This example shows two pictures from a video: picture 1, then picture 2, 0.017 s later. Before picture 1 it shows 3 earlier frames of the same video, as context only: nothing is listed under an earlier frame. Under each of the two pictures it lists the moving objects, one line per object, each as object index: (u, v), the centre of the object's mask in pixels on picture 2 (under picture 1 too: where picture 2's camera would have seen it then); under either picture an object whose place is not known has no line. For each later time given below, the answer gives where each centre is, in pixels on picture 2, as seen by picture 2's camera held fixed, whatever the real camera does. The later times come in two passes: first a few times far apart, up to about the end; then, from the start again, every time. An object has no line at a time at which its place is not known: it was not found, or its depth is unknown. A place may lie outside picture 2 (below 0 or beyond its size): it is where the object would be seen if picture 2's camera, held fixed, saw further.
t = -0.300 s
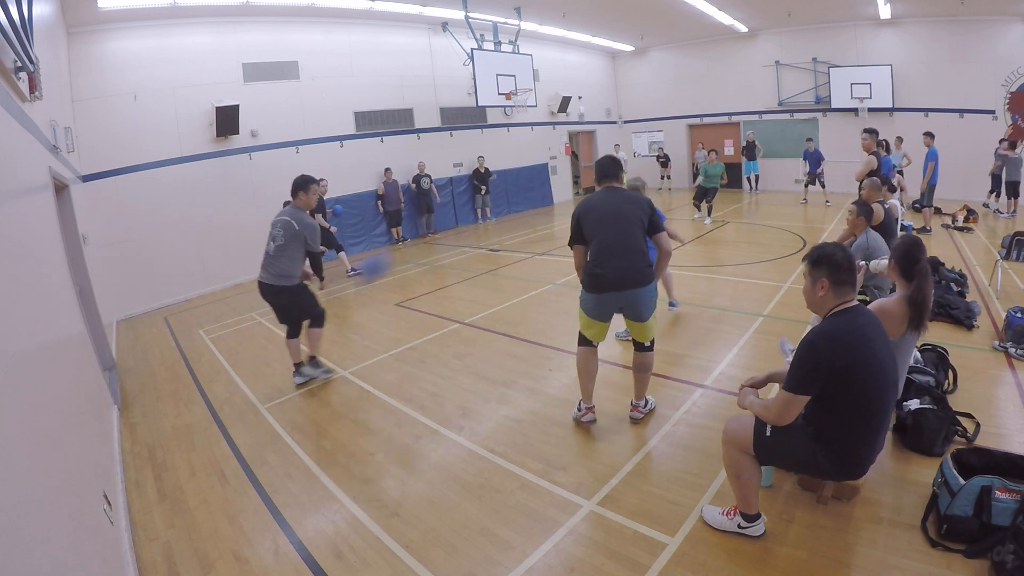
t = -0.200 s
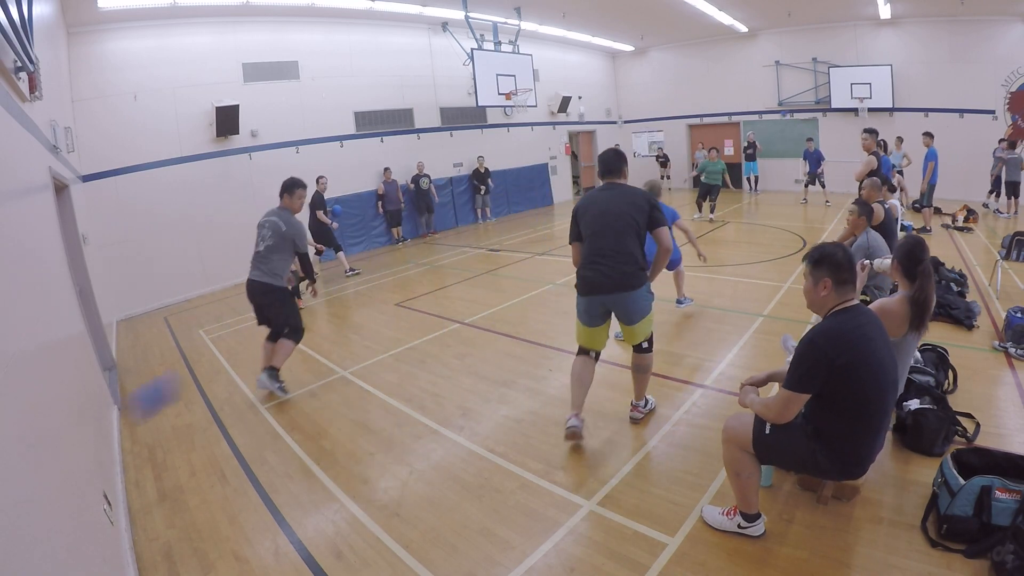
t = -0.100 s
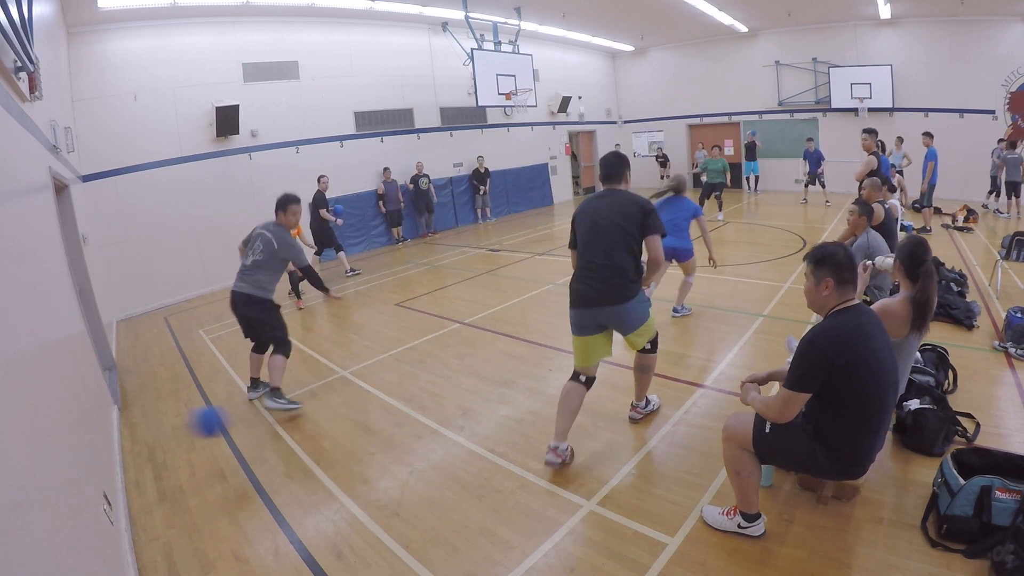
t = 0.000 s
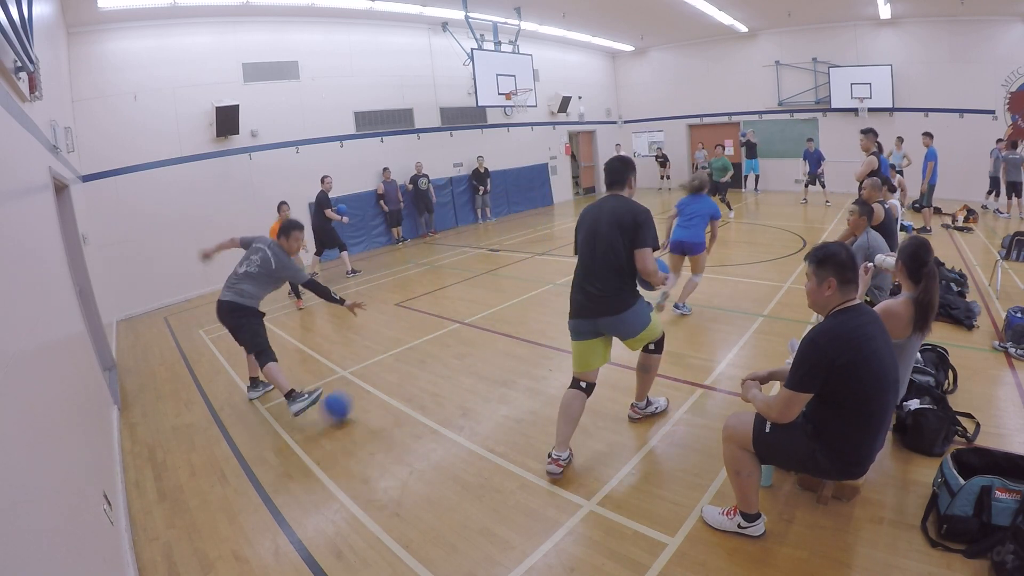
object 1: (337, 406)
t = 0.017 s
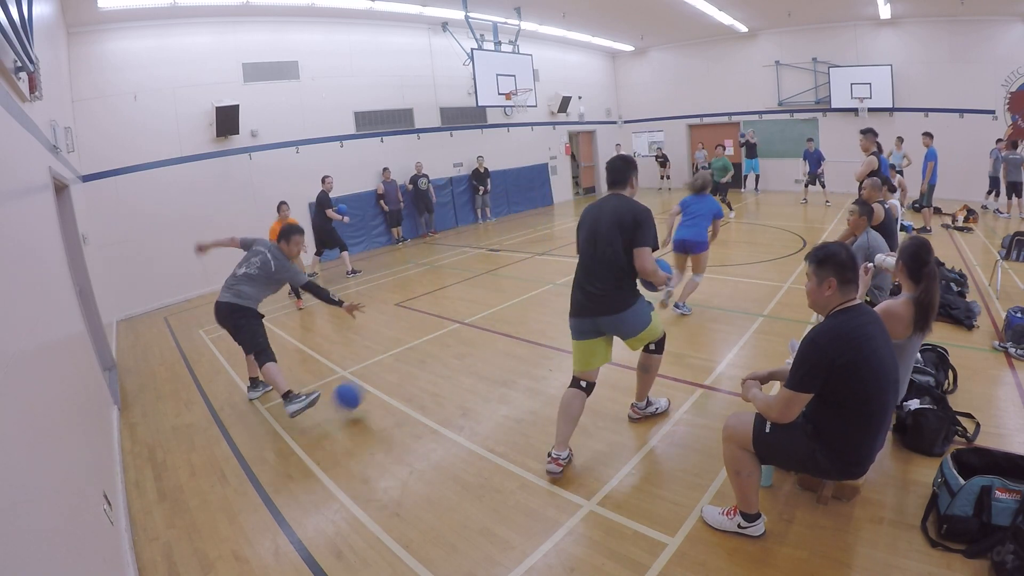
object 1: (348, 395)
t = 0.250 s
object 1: (500, 303)
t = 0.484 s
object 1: (611, 293)
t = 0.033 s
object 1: (360, 386)
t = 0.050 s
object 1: (371, 376)
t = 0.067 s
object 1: (382, 368)
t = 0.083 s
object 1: (393, 359)
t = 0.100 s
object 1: (405, 351)
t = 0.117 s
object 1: (416, 344)
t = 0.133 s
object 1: (428, 337)
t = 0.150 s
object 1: (438, 331)
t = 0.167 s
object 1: (449, 325)
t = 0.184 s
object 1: (459, 319)
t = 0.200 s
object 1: (470, 315)
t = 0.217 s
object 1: (480, 310)
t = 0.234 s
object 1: (490, 306)
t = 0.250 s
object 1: (500, 303)
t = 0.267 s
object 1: (509, 300)
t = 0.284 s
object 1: (518, 297)
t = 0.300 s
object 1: (527, 295)
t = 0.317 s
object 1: (536, 293)
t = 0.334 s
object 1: (545, 292)
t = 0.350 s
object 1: (553, 291)
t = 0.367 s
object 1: (561, 290)
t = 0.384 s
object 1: (569, 289)
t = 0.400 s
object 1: (576, 289)
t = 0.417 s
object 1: (584, 289)
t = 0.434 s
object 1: (591, 290)
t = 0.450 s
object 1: (598, 291)
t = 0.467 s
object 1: (604, 292)
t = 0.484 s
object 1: (611, 293)
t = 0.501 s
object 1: (617, 295)
